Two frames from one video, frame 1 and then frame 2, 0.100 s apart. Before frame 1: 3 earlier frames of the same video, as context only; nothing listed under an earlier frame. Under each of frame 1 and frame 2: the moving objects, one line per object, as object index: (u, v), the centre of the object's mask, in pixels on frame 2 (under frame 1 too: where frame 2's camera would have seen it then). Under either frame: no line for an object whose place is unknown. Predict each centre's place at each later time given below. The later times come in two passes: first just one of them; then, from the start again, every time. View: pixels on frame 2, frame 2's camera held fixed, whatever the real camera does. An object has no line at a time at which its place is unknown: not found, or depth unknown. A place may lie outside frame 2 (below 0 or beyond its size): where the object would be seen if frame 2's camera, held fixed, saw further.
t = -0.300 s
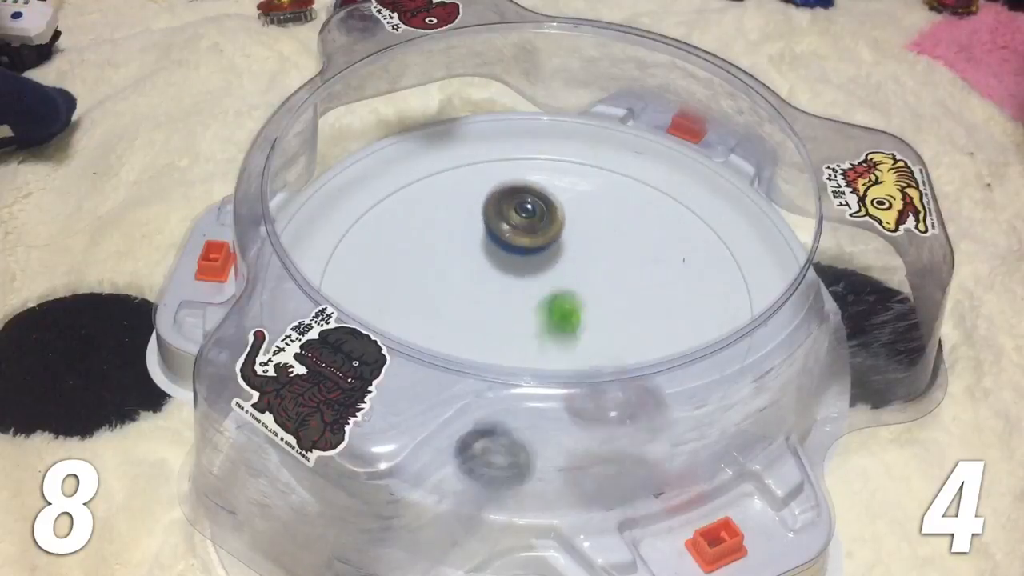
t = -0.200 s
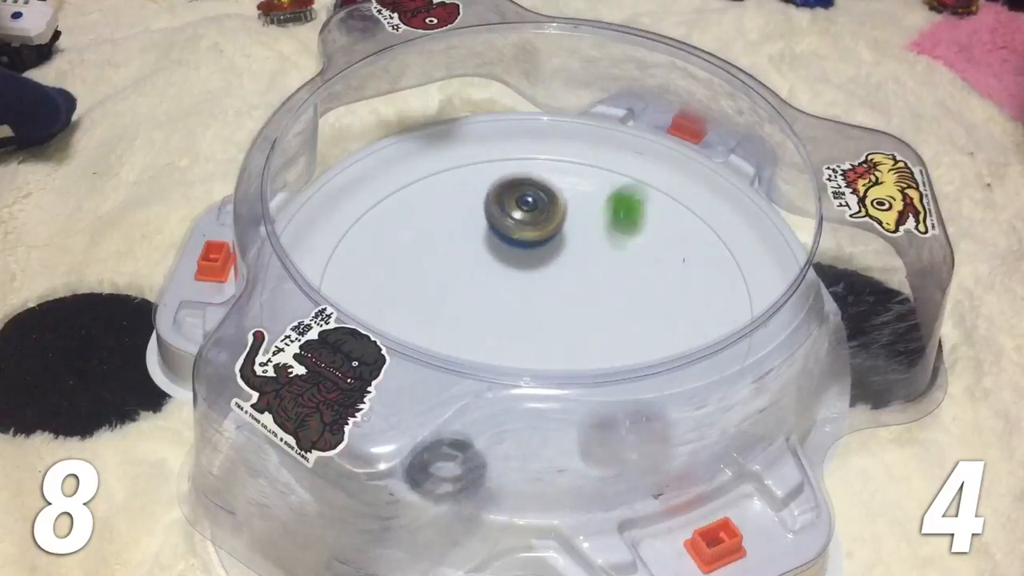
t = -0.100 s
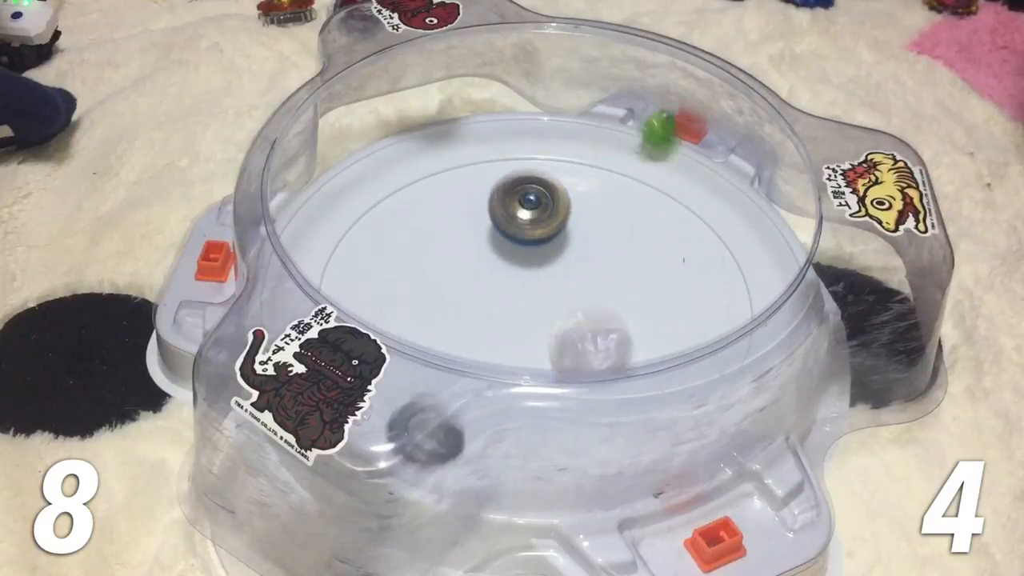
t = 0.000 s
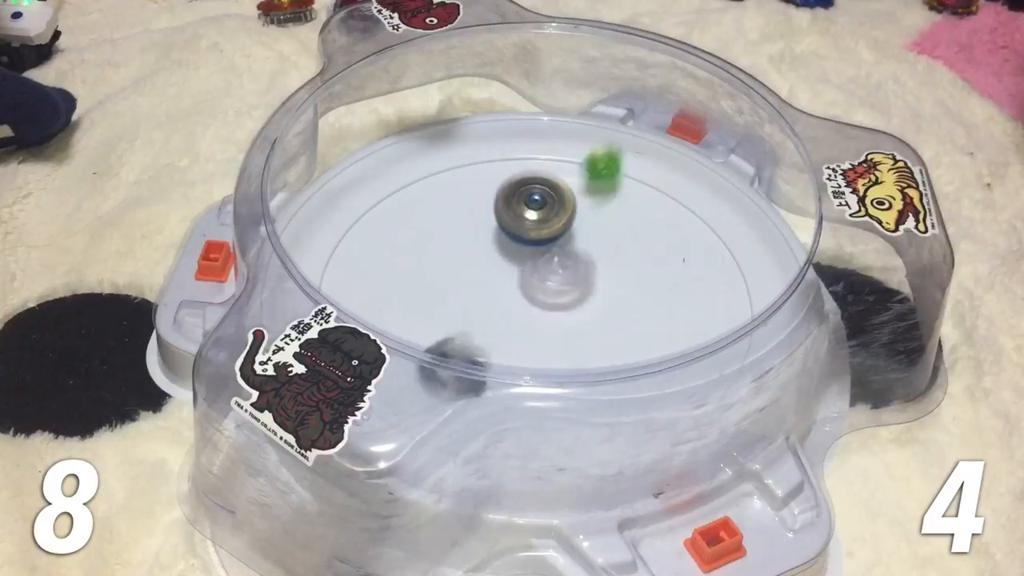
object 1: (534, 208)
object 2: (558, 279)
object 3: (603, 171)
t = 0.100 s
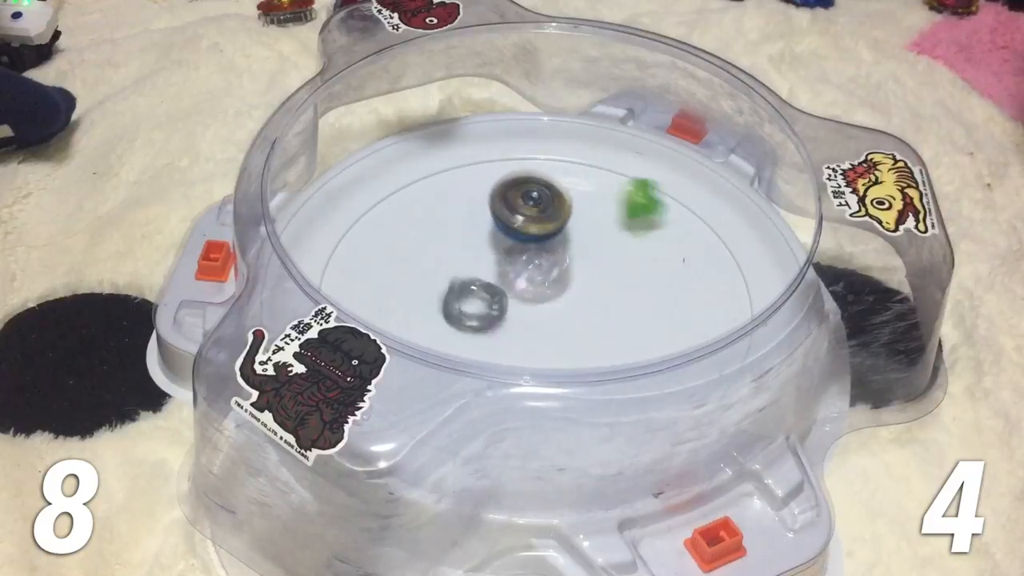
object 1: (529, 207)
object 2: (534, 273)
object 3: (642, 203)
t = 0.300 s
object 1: (541, 199)
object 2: (570, 301)
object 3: (725, 287)
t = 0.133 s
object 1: (534, 206)
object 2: (543, 271)
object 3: (671, 217)
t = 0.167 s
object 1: (539, 205)
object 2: (553, 271)
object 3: (695, 229)
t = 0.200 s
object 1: (542, 203)
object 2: (559, 277)
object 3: (715, 240)
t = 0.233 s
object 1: (542, 202)
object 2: (565, 288)
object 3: (729, 257)
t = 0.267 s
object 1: (541, 201)
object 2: (569, 293)
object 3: (729, 272)
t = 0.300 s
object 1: (541, 199)
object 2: (570, 301)
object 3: (725, 287)
